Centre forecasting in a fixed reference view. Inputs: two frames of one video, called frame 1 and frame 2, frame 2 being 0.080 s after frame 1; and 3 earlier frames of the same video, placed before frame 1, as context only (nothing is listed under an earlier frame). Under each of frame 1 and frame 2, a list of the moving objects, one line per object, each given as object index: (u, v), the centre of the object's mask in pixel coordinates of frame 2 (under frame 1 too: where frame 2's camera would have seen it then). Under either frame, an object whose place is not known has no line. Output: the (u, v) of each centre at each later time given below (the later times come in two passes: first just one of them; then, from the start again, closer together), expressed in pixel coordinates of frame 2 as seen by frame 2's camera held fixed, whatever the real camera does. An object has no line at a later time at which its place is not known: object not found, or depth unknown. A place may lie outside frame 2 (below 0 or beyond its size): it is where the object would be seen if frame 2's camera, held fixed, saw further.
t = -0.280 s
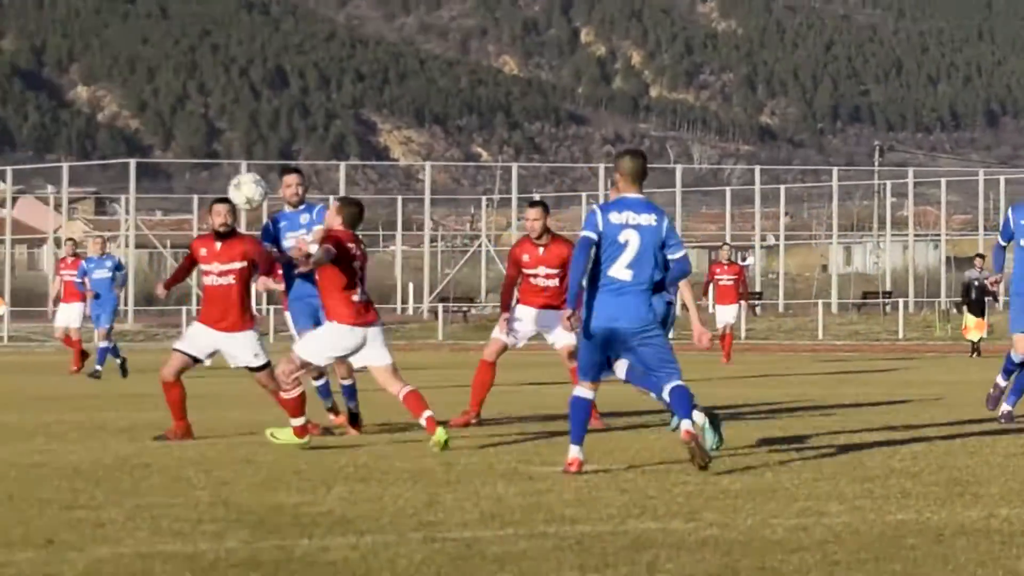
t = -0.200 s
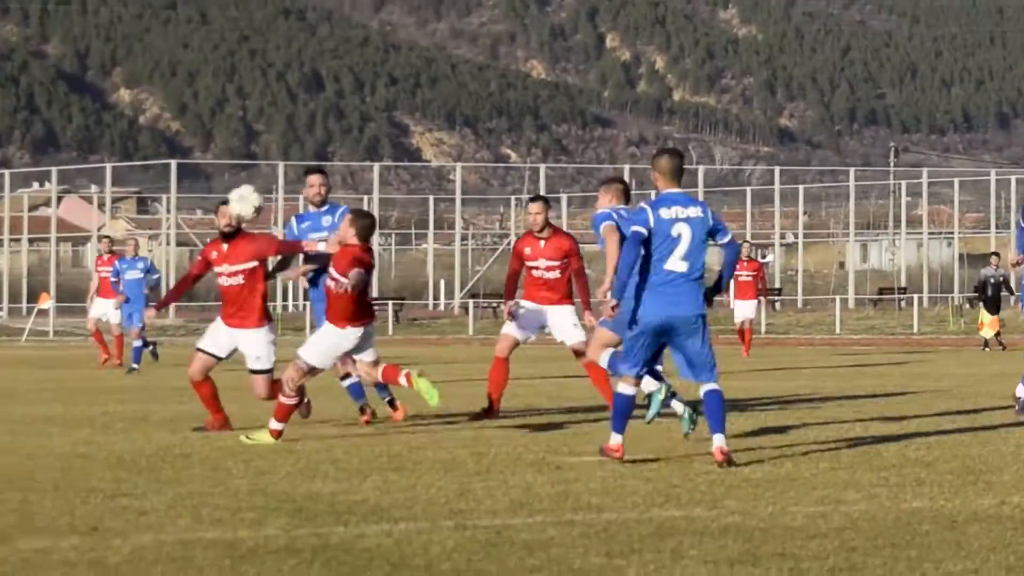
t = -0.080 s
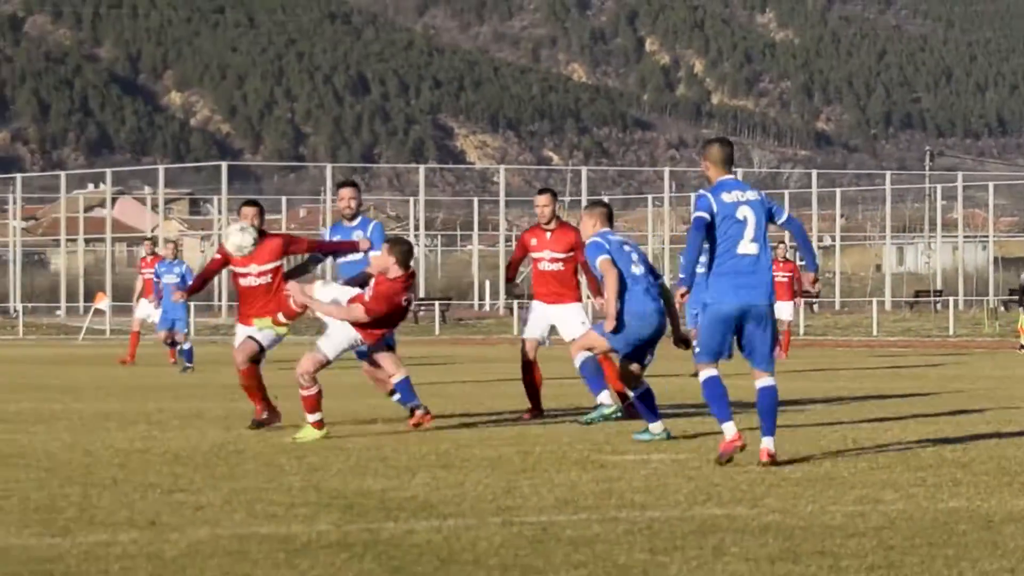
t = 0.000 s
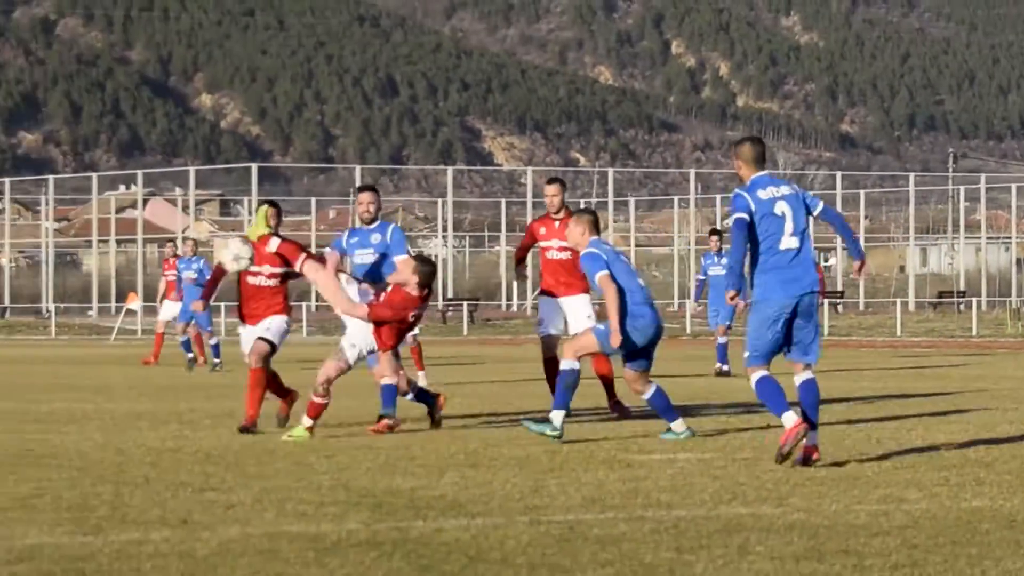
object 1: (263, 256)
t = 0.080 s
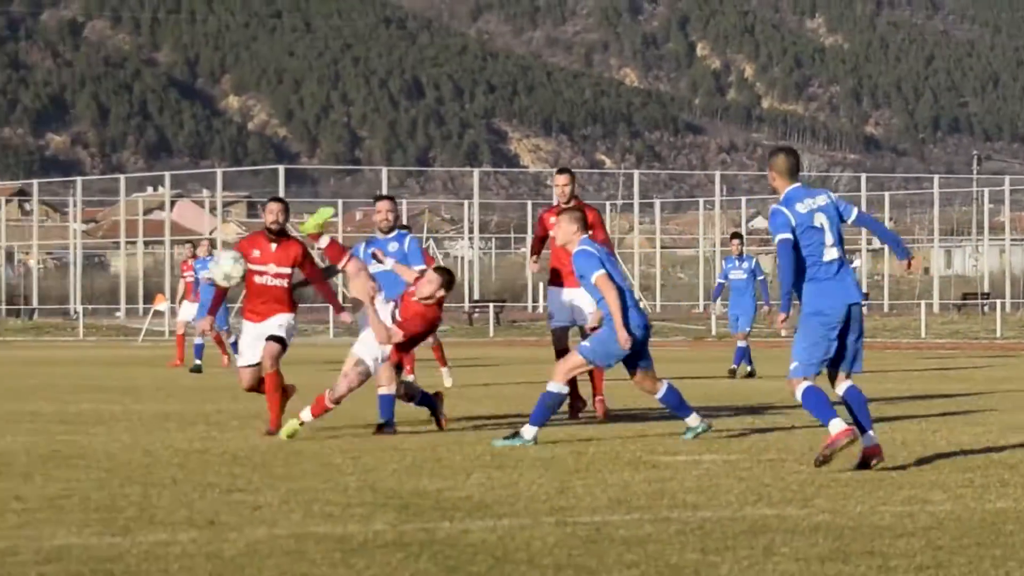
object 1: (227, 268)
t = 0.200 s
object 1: (172, 316)
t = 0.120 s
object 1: (209, 281)
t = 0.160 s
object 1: (193, 295)
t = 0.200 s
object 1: (172, 316)
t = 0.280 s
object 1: (131, 370)
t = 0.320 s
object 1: (109, 405)
